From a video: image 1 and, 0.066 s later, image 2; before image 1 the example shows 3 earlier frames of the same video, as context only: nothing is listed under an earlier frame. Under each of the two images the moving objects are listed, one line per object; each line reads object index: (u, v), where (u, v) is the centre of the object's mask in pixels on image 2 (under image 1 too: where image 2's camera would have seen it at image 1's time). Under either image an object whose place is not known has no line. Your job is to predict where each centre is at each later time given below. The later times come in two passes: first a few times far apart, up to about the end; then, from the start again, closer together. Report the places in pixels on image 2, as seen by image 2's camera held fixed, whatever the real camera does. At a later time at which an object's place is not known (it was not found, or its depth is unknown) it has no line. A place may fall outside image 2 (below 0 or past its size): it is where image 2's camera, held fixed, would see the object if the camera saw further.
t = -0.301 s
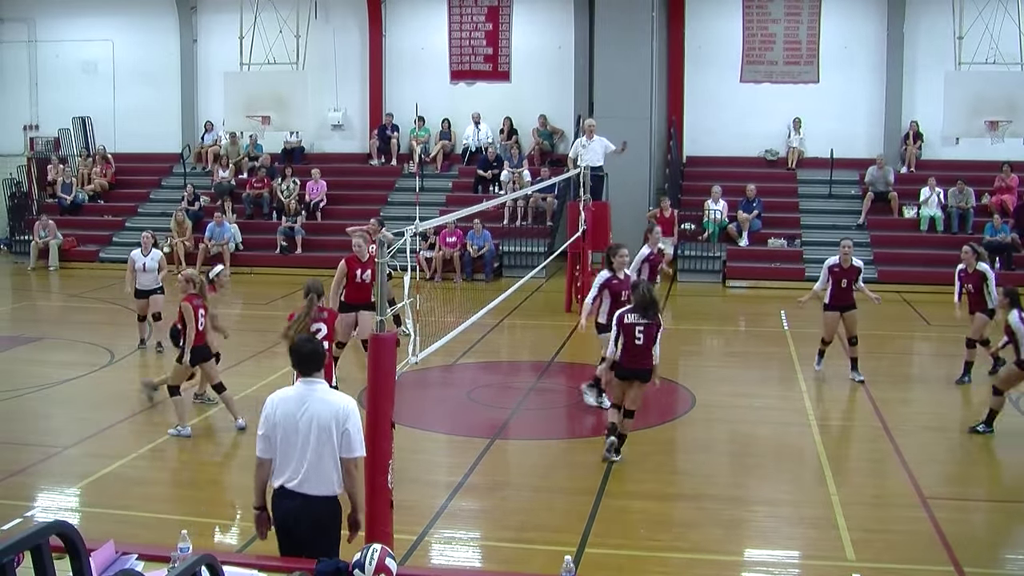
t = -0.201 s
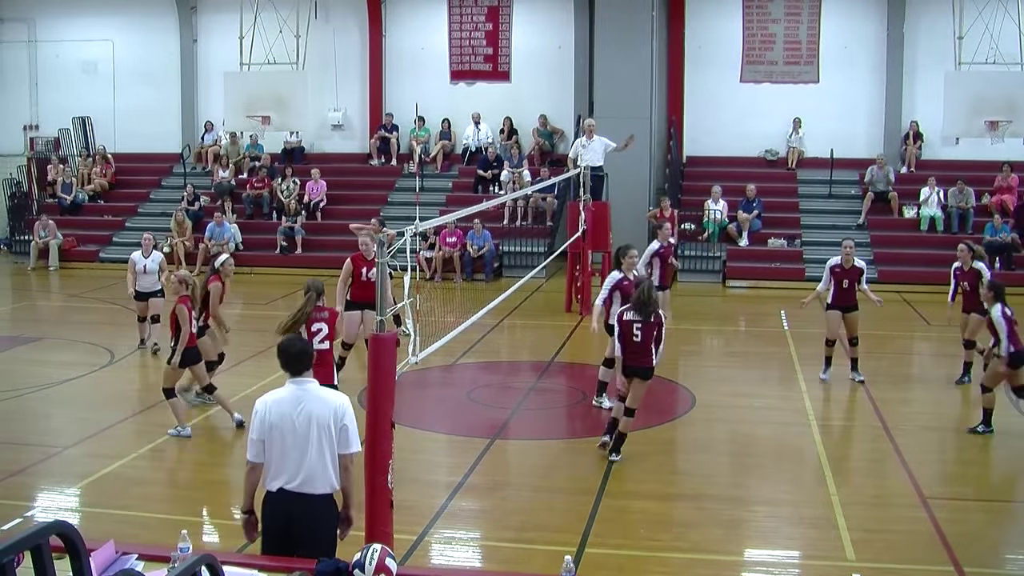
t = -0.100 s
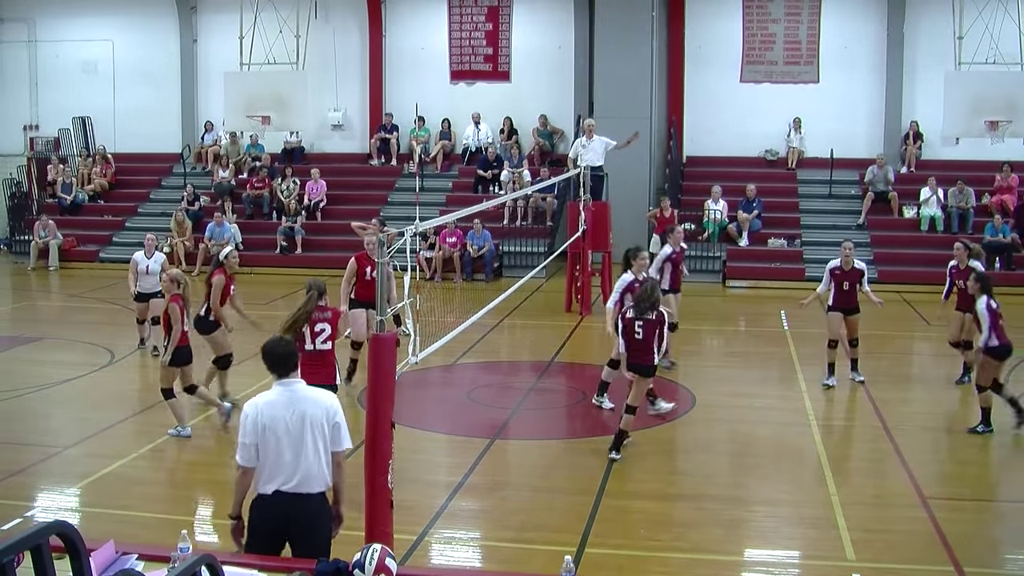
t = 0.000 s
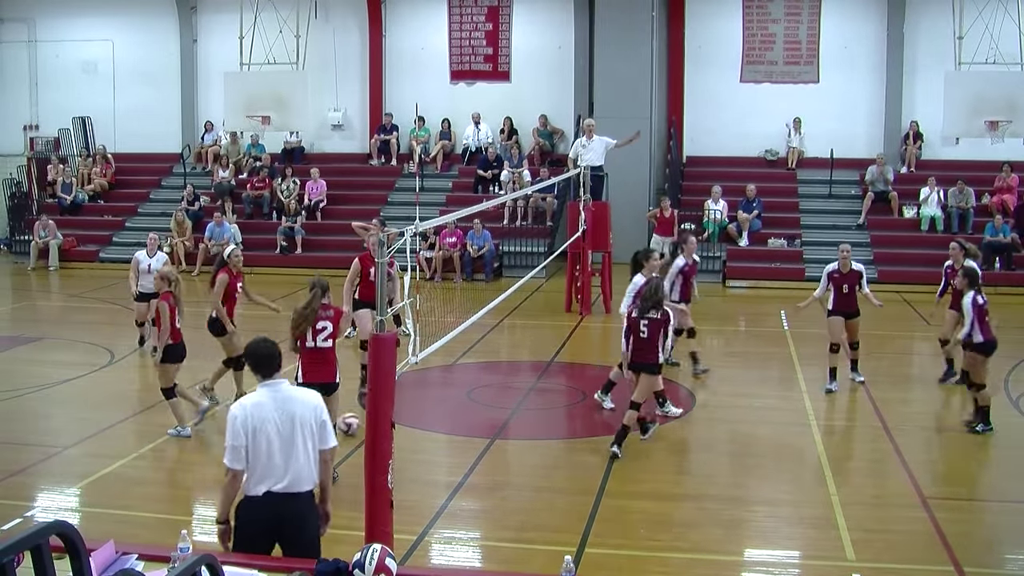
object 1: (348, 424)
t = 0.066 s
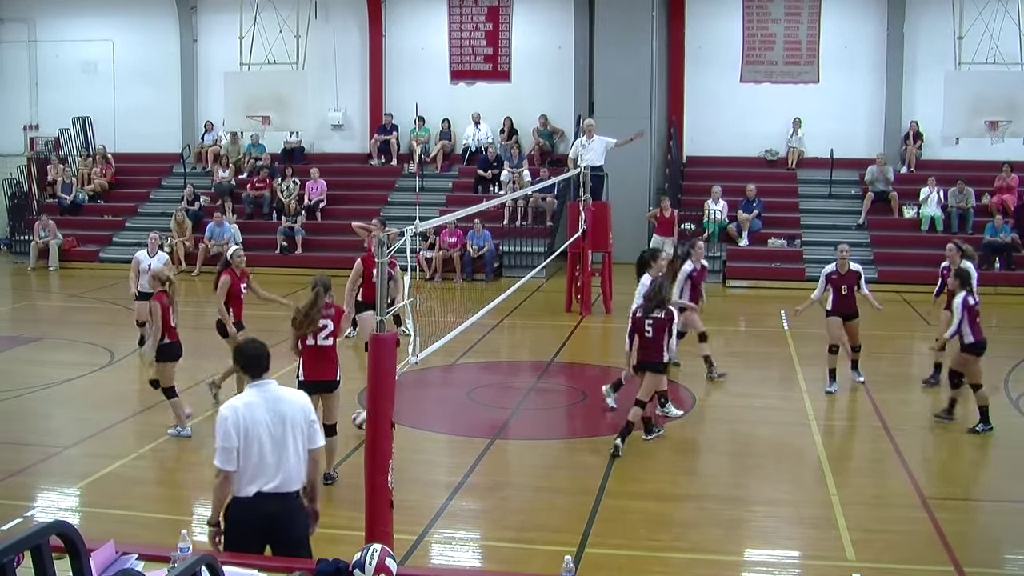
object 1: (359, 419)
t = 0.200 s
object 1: (397, 423)
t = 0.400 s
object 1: (438, 428)
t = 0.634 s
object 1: (493, 435)
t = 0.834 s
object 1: (543, 443)
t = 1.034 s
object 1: (591, 450)
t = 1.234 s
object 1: (640, 452)
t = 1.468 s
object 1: (696, 460)
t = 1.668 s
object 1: (745, 464)
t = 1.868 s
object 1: (794, 468)
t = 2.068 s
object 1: (844, 473)
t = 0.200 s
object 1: (397, 423)
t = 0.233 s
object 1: (401, 428)
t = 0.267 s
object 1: (409, 430)
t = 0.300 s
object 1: (416, 428)
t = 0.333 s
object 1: (423, 427)
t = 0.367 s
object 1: (431, 427)
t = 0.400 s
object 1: (438, 428)
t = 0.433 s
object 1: (446, 430)
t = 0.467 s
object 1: (454, 435)
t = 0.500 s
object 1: (462, 437)
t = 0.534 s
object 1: (471, 434)
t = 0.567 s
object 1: (479, 434)
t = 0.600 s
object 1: (487, 435)
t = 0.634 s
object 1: (493, 435)
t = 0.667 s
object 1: (502, 437)
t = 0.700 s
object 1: (510, 442)
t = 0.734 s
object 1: (518, 442)
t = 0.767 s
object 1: (526, 441)
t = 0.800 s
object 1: (534, 441)
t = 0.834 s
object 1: (543, 443)
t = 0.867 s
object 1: (552, 446)
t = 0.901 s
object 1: (559, 445)
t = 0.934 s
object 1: (567, 445)
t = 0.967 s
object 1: (575, 444)
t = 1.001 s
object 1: (583, 447)
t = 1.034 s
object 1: (591, 450)
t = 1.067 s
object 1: (599, 448)
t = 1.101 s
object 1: (608, 448)
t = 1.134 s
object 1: (617, 451)
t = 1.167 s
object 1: (624, 453)
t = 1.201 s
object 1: (631, 452)
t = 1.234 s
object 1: (640, 452)
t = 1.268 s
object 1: (647, 454)
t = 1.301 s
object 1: (656, 455)
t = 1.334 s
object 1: (664, 455)
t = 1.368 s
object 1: (672, 455)
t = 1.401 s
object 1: (681, 456)
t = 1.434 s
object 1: (688, 459)
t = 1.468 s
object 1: (696, 460)
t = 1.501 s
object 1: (703, 460)
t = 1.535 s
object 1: (713, 461)
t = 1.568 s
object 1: (720, 461)
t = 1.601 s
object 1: (729, 461)
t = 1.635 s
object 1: (736, 463)
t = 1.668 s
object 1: (745, 464)
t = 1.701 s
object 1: (755, 465)
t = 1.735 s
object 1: (762, 465)
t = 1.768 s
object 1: (770, 467)
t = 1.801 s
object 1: (778, 467)
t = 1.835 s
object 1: (786, 467)
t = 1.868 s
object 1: (794, 468)
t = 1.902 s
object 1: (802, 468)
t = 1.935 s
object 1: (810, 469)
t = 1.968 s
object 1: (819, 470)
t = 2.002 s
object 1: (827, 471)
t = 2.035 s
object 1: (836, 472)
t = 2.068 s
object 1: (844, 473)
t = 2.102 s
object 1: (851, 473)
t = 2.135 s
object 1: (859, 474)
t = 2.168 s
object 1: (868, 475)
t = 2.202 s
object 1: (875, 475)
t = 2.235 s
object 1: (884, 476)
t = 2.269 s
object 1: (892, 476)
